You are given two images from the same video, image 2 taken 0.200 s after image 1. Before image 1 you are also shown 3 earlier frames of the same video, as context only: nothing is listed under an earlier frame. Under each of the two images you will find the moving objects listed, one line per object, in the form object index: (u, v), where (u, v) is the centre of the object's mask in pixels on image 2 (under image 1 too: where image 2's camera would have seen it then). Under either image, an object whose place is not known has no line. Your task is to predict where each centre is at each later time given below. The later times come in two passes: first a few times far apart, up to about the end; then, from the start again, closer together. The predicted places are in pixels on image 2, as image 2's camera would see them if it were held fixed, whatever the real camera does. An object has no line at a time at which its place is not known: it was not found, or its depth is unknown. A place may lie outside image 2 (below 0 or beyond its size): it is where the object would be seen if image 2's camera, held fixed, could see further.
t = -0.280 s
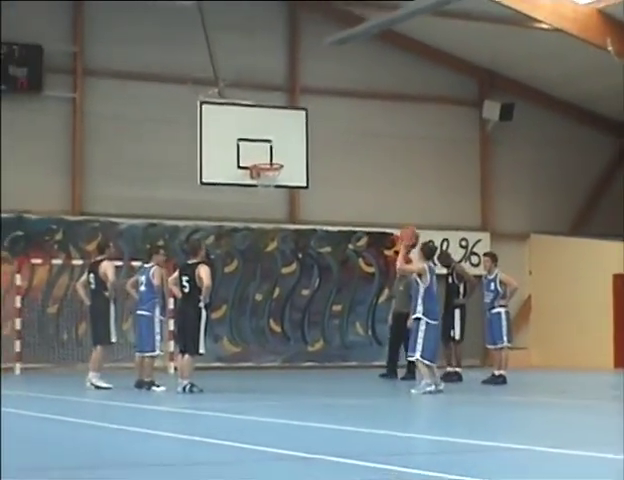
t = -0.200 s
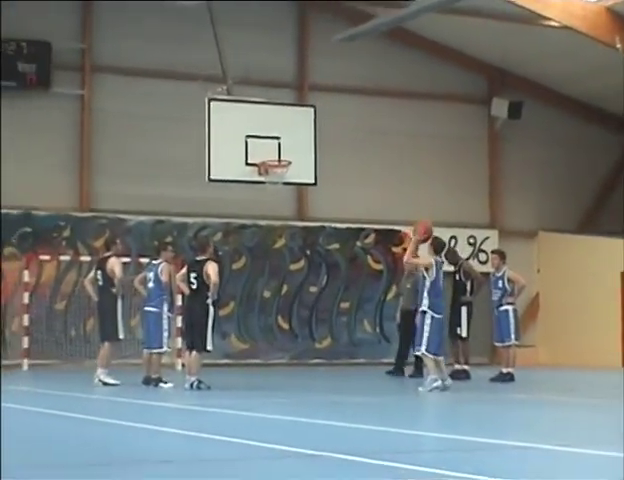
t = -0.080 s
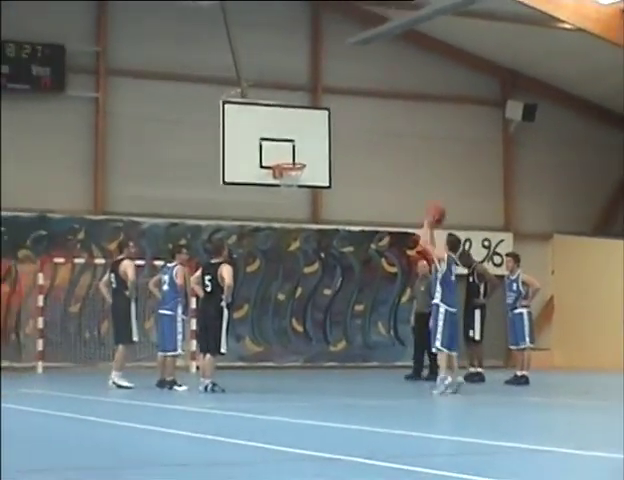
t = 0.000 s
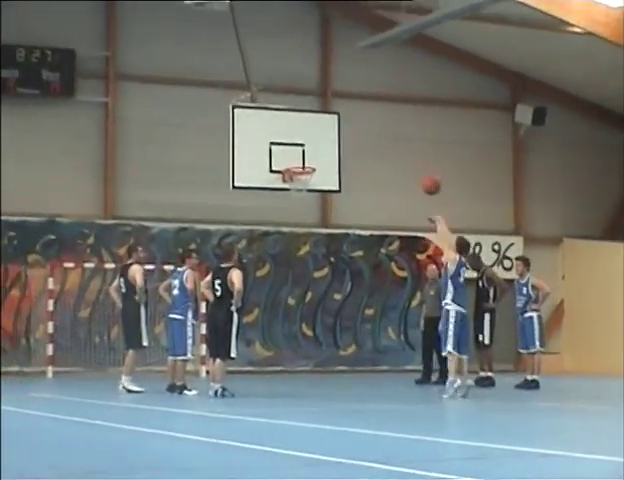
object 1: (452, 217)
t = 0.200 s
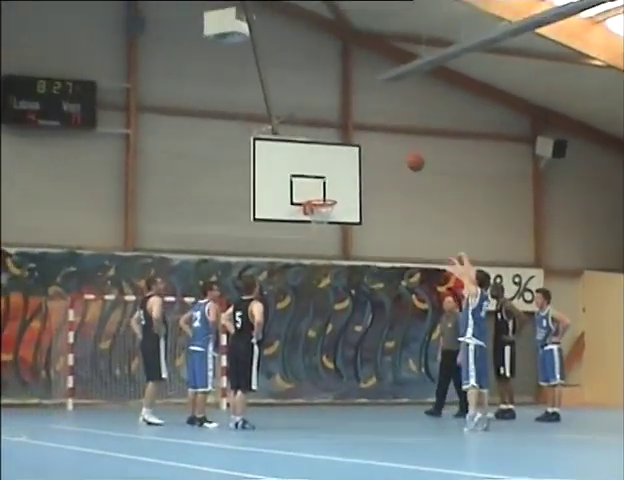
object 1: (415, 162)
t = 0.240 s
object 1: (408, 154)
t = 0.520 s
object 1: (365, 145)
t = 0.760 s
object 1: (332, 178)
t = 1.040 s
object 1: (320, 186)
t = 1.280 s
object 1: (331, 181)
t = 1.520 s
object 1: (341, 218)
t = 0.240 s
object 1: (408, 154)
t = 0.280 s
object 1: (401, 149)
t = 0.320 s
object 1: (395, 145)
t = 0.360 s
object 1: (389, 142)
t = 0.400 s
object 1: (382, 141)
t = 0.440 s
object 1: (377, 141)
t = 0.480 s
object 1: (371, 142)
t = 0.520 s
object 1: (365, 145)
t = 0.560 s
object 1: (359, 147)
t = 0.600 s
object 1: (353, 151)
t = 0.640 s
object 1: (348, 157)
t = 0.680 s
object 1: (342, 163)
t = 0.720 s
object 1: (337, 170)
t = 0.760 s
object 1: (332, 178)
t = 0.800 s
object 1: (327, 187)
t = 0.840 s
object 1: (322, 193)
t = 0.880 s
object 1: (320, 195)
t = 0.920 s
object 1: (317, 198)
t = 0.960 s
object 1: (317, 197)
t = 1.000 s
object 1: (319, 190)
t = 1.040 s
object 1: (320, 186)
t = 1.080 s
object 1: (322, 182)
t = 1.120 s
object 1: (324, 180)
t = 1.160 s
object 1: (325, 179)
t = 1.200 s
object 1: (327, 179)
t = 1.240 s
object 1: (329, 179)
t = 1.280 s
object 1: (331, 181)
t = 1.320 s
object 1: (332, 185)
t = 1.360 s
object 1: (334, 189)
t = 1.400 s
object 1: (336, 195)
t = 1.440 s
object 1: (337, 201)
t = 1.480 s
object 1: (339, 209)
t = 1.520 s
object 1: (341, 218)
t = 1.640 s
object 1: (347, 252)
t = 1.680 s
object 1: (349, 265)
